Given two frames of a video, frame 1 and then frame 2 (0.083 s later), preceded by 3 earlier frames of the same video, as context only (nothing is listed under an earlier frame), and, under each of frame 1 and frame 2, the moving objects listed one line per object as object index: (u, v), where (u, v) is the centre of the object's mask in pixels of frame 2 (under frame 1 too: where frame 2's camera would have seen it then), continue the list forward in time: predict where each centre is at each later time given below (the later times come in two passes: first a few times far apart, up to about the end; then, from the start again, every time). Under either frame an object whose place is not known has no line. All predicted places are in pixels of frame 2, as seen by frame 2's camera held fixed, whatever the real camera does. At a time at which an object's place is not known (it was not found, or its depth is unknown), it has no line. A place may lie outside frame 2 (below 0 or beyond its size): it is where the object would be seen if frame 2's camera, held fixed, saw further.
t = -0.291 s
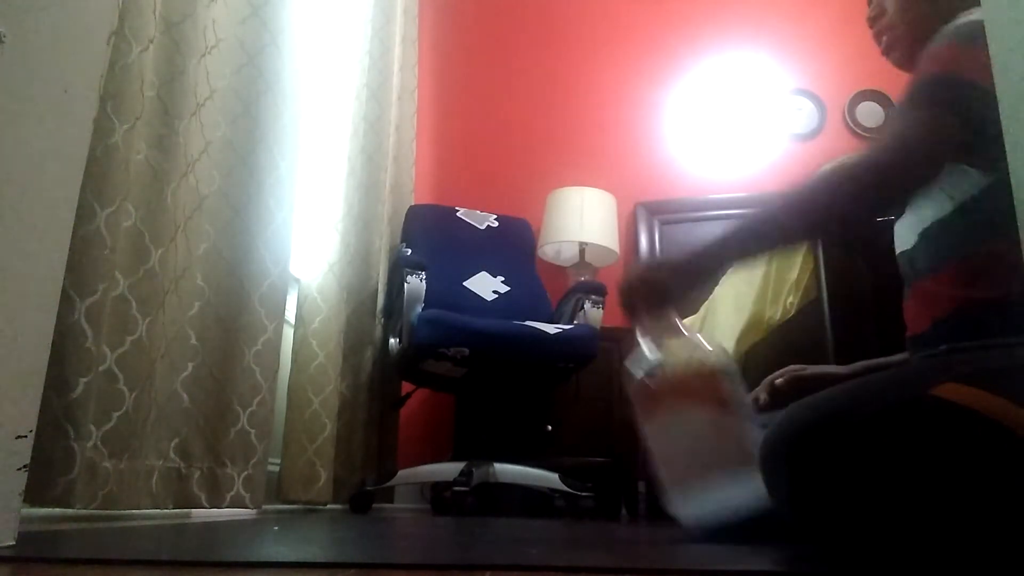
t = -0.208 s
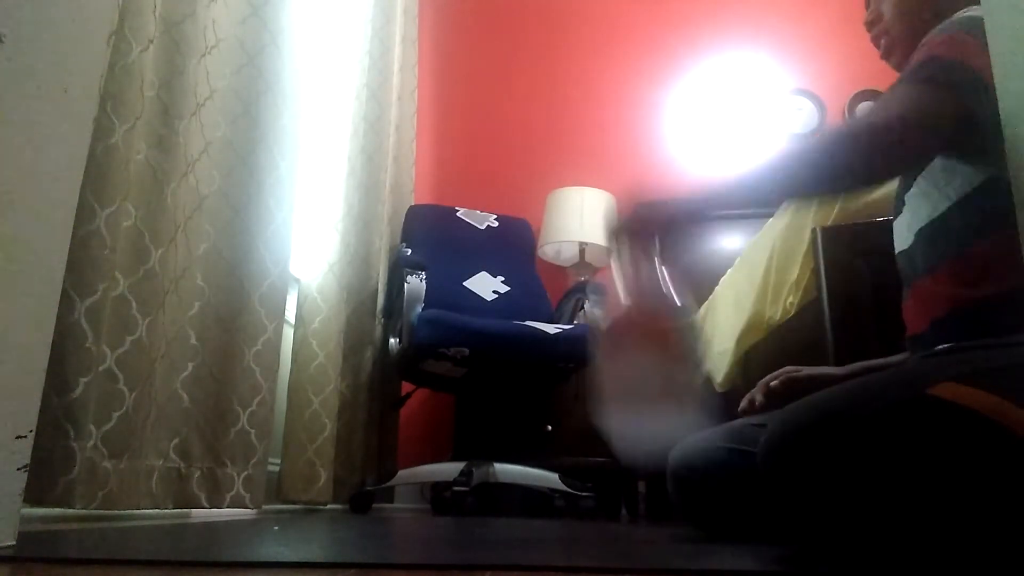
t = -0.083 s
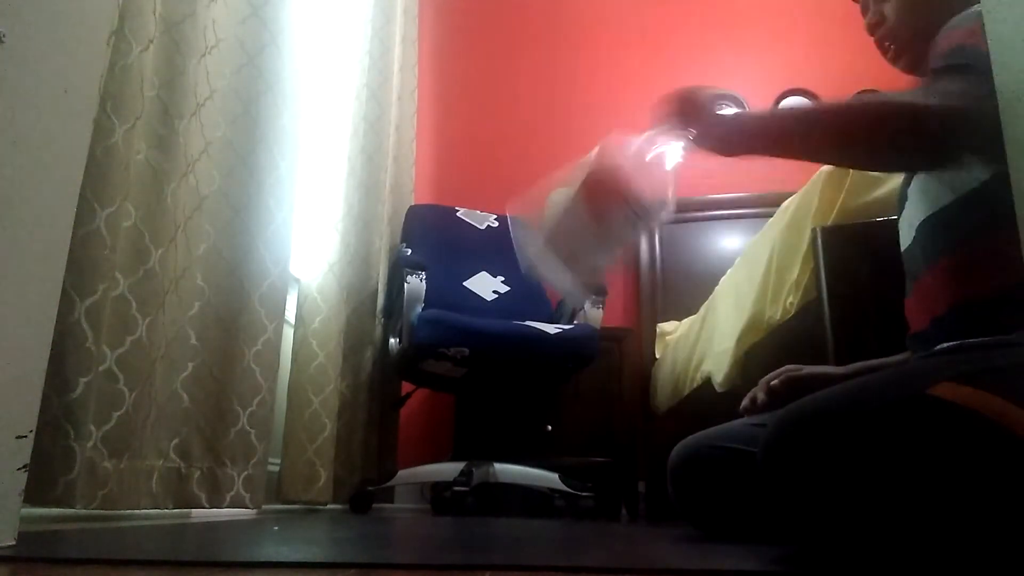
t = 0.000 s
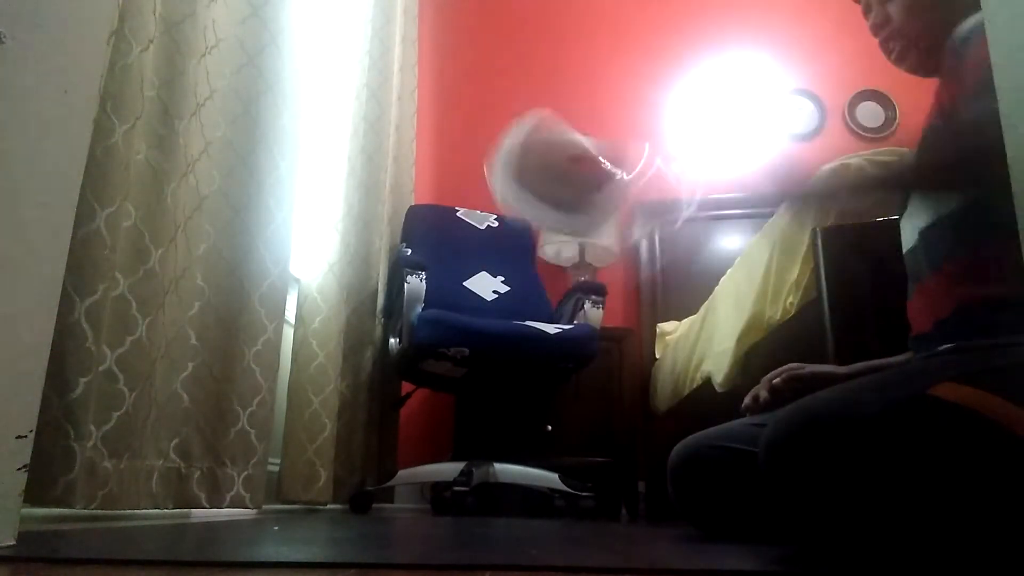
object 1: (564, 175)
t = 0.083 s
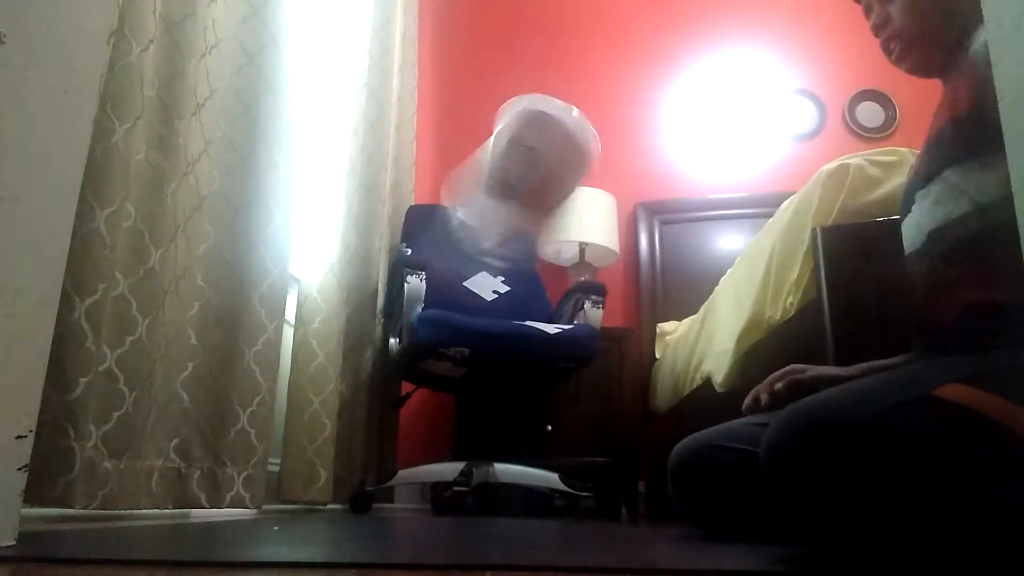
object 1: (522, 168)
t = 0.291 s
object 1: (458, 366)
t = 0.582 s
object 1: (427, 434)
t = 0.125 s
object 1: (497, 181)
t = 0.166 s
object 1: (492, 197)
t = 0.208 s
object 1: (483, 229)
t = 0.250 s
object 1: (472, 304)
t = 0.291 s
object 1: (458, 366)
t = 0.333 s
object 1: (442, 424)
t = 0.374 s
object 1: (436, 432)
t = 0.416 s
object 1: (430, 431)
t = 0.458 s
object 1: (424, 432)
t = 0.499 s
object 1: (421, 432)
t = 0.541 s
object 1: (424, 431)
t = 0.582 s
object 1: (427, 434)
